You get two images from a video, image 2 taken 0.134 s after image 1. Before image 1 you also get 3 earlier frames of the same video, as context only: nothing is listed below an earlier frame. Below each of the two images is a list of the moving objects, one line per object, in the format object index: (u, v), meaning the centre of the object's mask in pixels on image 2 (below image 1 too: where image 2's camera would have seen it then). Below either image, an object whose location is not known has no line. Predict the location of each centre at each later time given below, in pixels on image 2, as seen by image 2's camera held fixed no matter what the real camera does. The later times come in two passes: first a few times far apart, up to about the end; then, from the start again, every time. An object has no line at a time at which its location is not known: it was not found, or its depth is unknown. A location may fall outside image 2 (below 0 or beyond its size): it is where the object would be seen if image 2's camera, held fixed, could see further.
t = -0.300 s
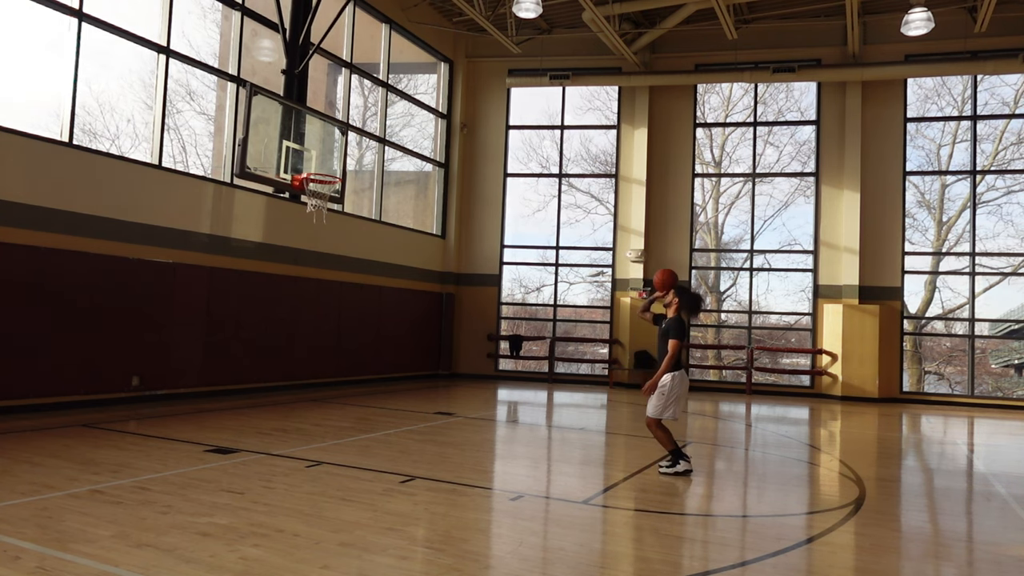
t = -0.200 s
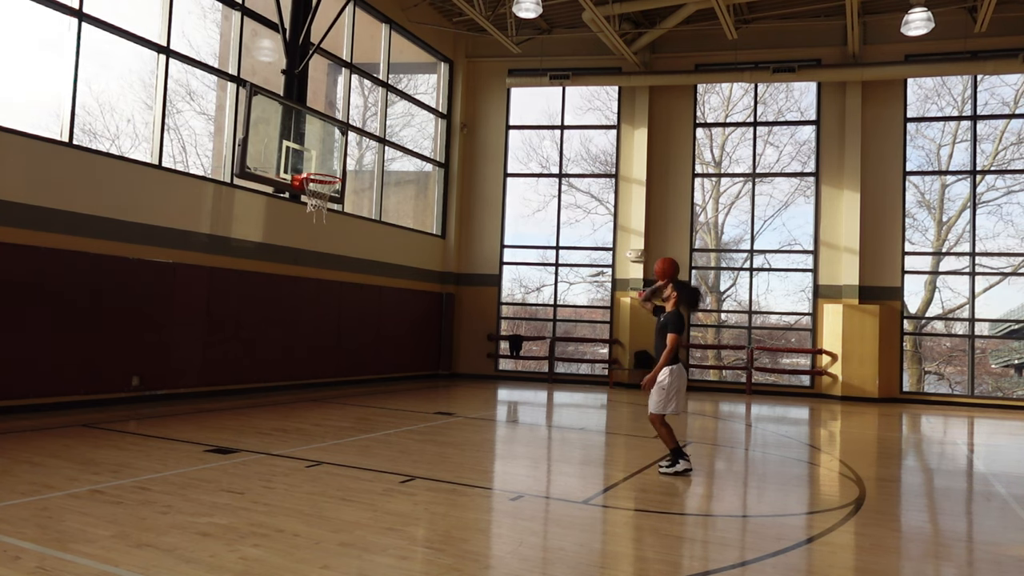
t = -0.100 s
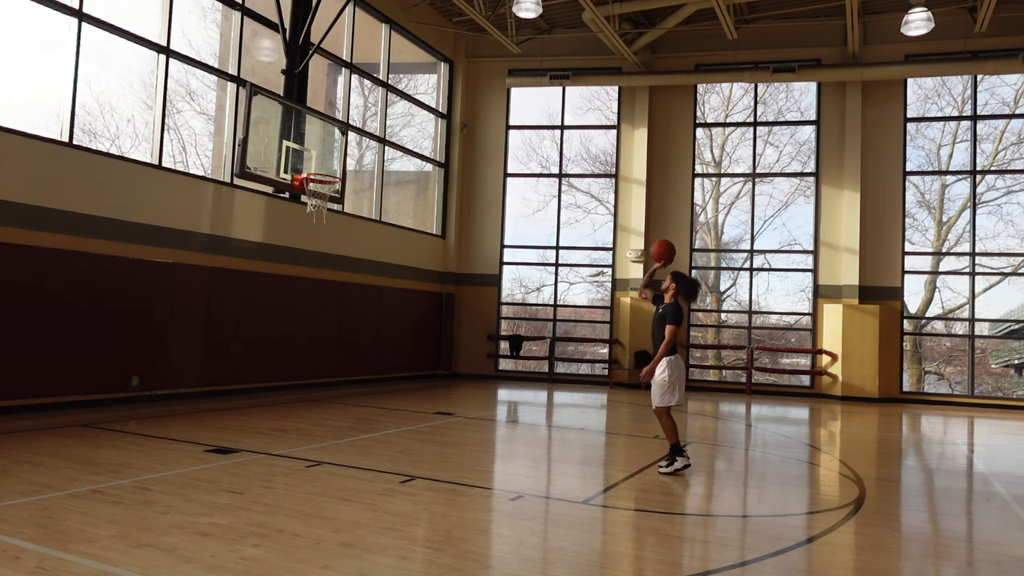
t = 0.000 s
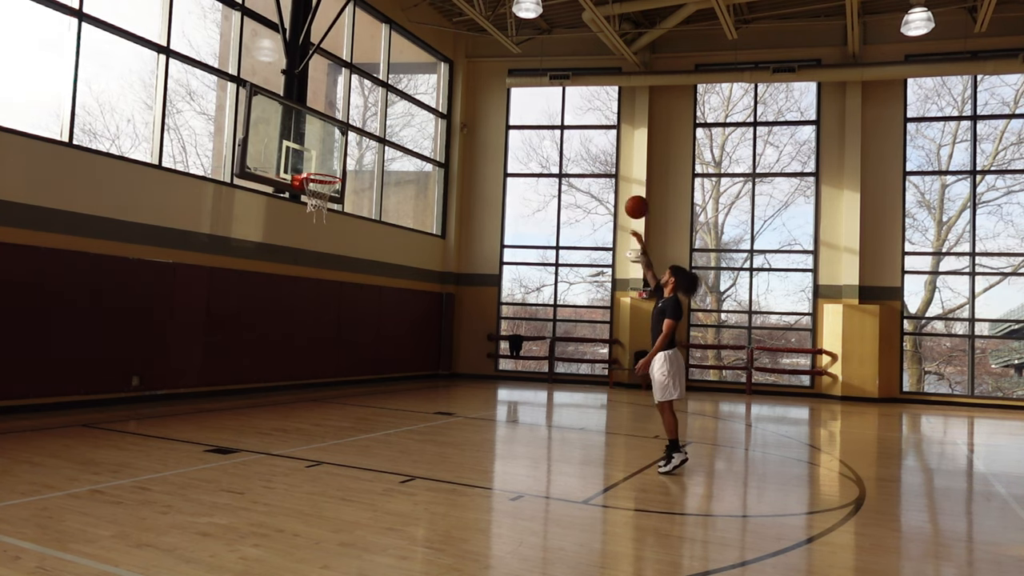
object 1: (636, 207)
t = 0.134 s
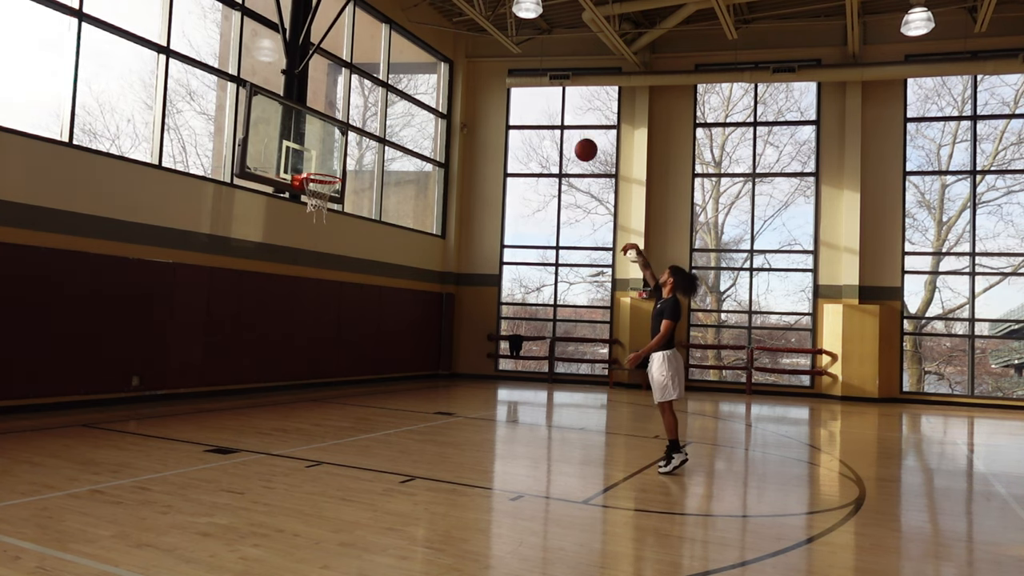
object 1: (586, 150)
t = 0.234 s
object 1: (550, 120)
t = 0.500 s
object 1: (462, 90)
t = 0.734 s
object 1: (393, 112)
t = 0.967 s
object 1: (329, 172)
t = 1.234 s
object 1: (291, 234)
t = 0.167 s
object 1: (573, 139)
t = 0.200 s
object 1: (562, 129)
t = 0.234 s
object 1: (550, 120)
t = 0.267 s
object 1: (538, 113)
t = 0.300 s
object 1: (527, 106)
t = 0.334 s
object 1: (515, 101)
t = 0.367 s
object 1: (504, 97)
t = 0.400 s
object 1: (493, 94)
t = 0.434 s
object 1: (483, 91)
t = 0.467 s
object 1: (472, 90)
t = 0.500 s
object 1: (462, 90)
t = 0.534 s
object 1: (452, 91)
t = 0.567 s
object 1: (441, 92)
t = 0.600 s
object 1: (432, 94)
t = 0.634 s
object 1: (422, 98)
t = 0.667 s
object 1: (412, 102)
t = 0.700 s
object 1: (402, 107)
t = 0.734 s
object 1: (393, 112)
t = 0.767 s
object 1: (384, 119)
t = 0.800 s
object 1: (374, 126)
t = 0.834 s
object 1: (365, 134)
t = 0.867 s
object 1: (355, 143)
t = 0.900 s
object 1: (346, 153)
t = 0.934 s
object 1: (337, 163)
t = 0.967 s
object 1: (329, 172)
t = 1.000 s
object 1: (320, 184)
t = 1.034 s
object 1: (315, 196)
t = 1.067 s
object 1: (308, 202)
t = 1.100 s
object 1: (305, 206)
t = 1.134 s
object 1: (301, 212)
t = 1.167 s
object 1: (298, 218)
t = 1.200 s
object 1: (294, 226)
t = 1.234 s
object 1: (291, 234)
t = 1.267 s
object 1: (288, 242)
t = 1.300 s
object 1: (284, 253)
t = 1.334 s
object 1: (279, 264)
